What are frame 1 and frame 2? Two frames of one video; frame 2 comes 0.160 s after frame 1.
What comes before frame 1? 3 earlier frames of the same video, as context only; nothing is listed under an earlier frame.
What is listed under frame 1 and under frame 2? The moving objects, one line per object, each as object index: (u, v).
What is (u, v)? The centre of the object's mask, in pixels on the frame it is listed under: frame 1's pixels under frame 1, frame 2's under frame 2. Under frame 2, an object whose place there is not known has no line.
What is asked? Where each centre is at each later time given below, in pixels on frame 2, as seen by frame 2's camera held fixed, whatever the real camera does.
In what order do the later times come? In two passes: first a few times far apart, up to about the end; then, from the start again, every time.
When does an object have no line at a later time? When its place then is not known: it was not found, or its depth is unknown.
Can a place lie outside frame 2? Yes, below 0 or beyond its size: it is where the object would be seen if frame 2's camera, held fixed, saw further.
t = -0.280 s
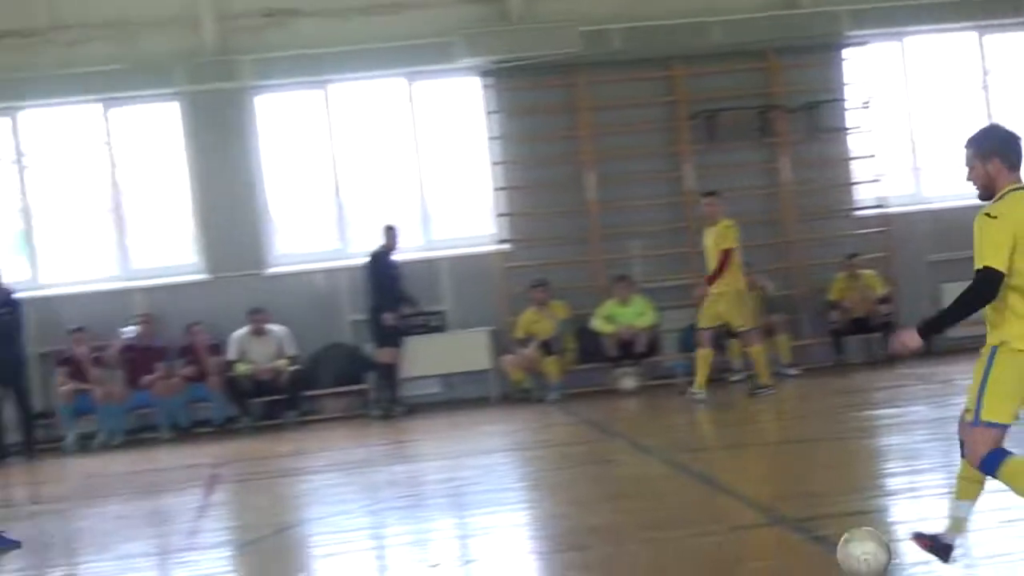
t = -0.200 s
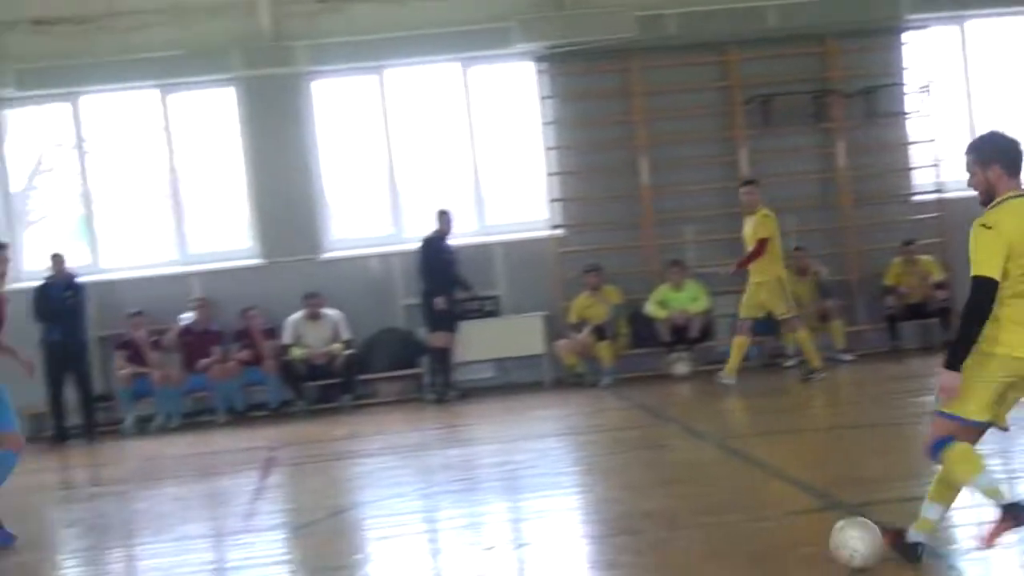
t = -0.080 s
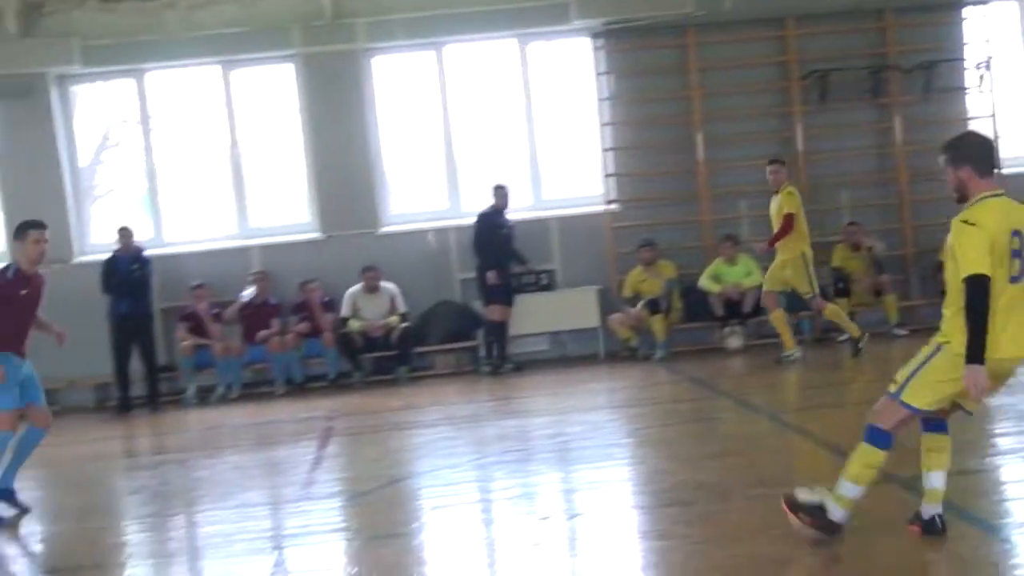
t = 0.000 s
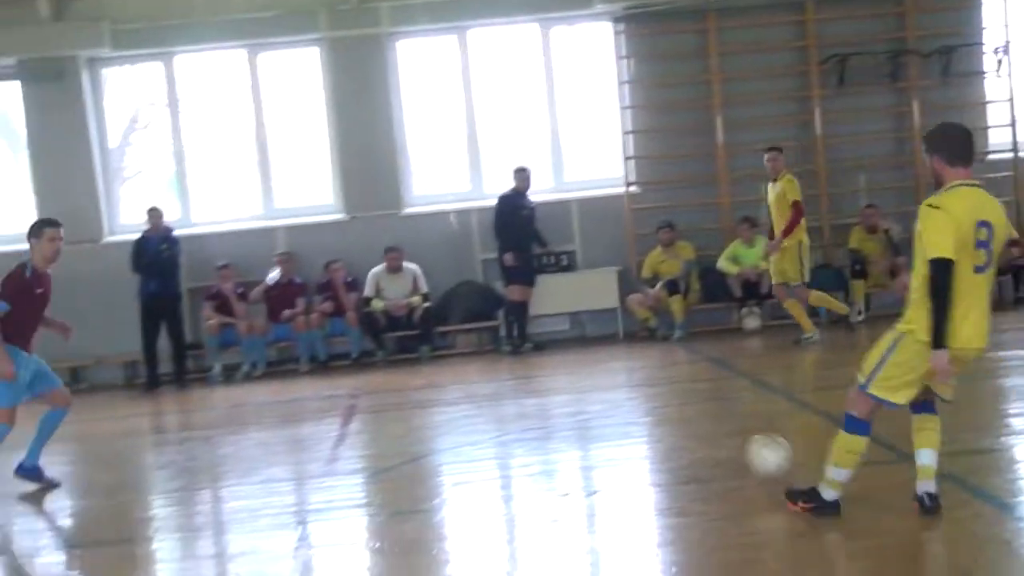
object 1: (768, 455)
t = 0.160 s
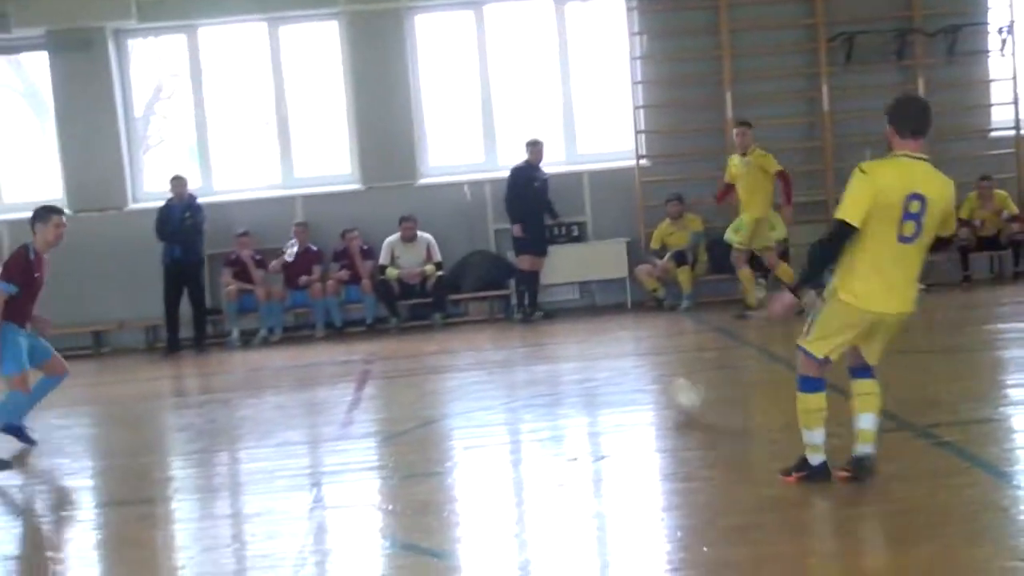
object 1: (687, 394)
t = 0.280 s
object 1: (640, 381)
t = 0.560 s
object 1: (560, 352)
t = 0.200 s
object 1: (669, 391)
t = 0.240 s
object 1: (655, 389)
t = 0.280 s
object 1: (640, 381)
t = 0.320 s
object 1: (627, 375)
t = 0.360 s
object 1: (614, 372)
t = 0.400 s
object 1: (602, 368)
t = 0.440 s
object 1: (591, 361)
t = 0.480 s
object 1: (580, 359)
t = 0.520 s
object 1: (571, 358)
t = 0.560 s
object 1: (560, 352)
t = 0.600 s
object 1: (551, 350)
